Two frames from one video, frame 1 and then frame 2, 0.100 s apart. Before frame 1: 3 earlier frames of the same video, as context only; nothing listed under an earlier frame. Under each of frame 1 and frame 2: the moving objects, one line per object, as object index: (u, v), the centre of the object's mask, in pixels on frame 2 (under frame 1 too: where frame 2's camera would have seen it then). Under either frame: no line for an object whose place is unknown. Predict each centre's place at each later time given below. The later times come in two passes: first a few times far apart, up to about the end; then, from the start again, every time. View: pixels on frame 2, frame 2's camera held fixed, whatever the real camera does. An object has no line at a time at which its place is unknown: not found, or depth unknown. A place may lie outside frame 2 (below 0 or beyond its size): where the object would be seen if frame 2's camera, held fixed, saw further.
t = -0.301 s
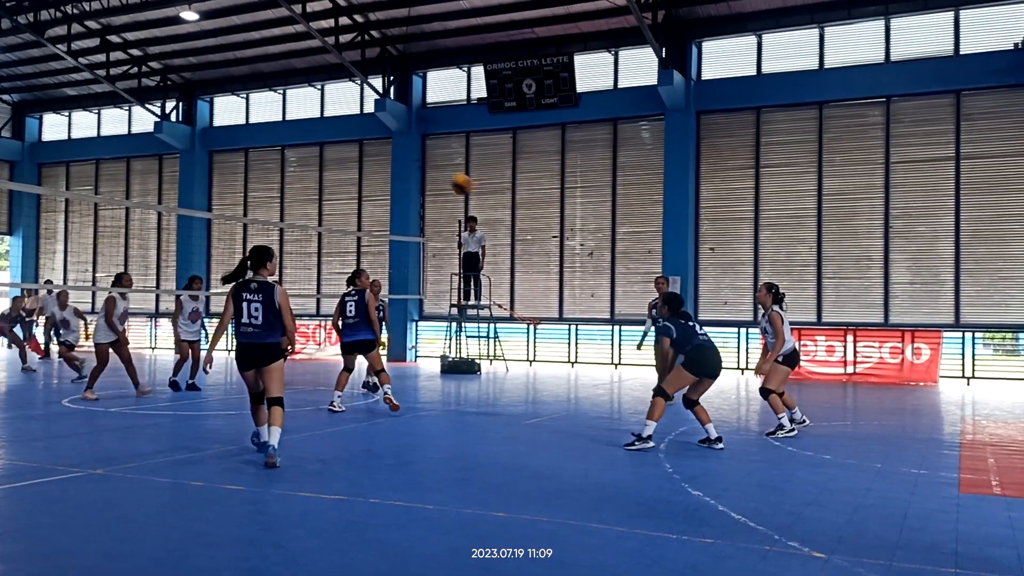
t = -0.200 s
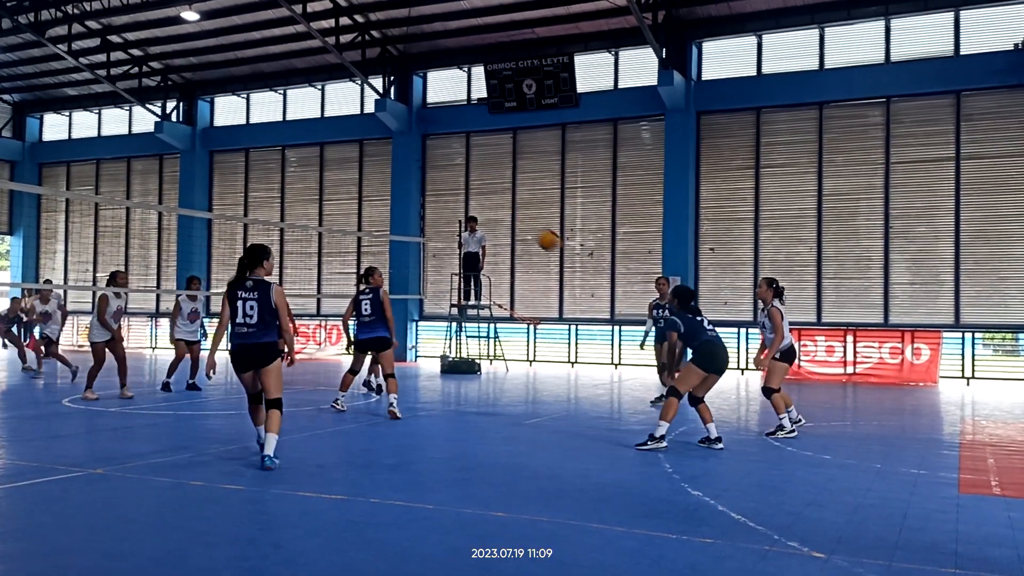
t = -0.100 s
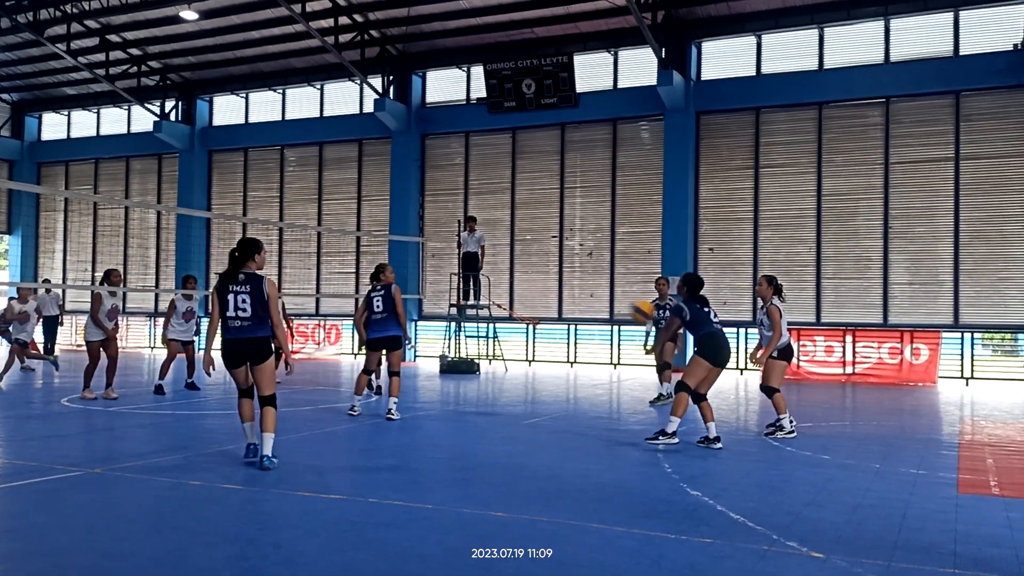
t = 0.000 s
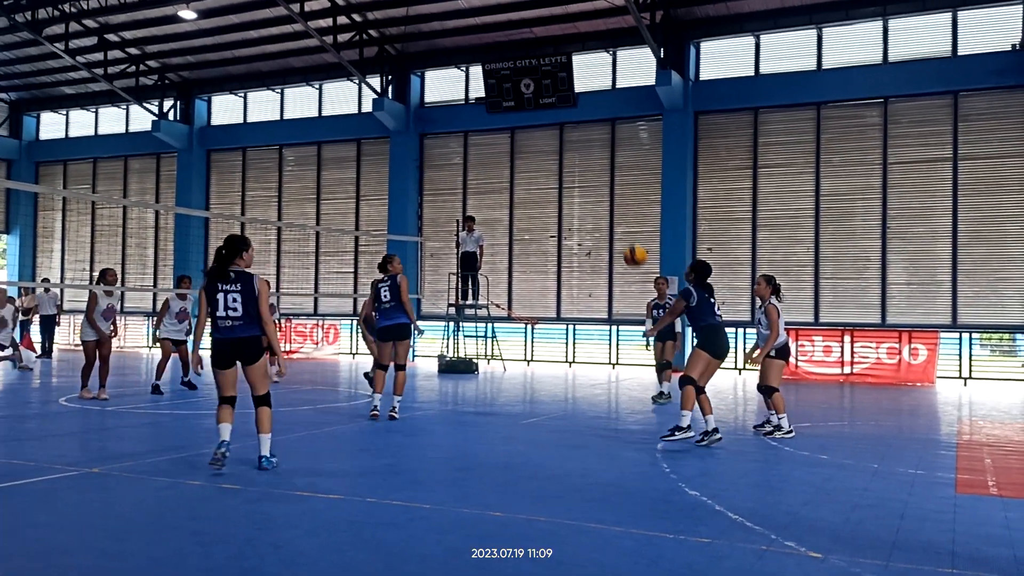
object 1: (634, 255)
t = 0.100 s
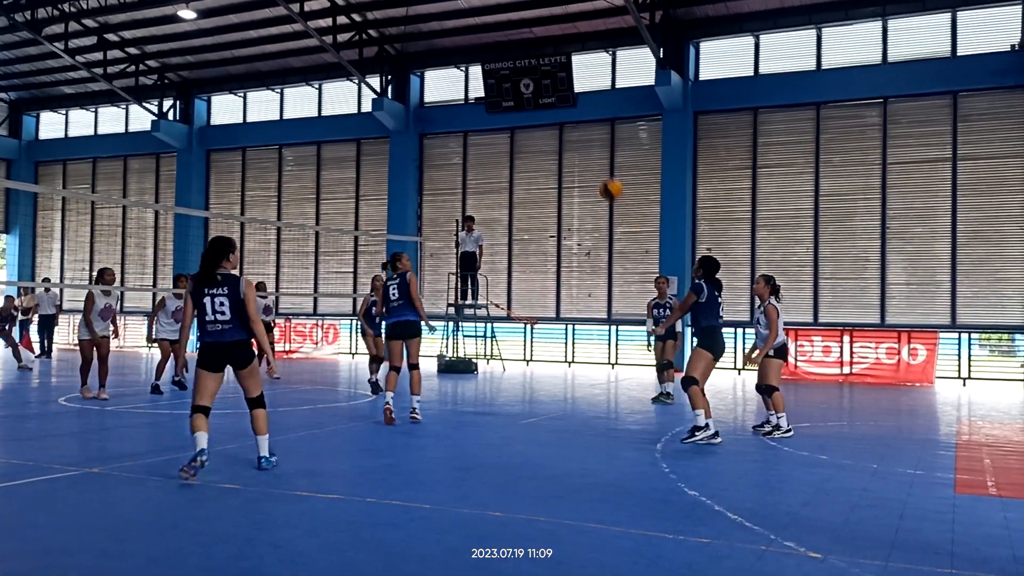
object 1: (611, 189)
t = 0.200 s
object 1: (588, 137)
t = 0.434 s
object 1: (541, 65)
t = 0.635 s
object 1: (506, 50)
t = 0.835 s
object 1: (475, 71)
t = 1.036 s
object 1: (446, 125)
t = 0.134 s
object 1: (603, 170)
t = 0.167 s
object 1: (595, 153)
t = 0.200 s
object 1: (588, 137)
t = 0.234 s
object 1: (581, 122)
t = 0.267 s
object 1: (574, 110)
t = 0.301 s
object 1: (567, 98)
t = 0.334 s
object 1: (561, 87)
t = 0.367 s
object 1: (554, 79)
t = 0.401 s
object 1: (548, 71)
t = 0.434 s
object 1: (541, 65)
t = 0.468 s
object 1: (535, 59)
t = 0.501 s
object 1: (529, 55)
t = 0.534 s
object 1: (524, 52)
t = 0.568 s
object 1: (518, 50)
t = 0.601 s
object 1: (512, 50)
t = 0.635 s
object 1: (506, 50)
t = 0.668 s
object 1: (501, 51)
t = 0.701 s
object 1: (495, 53)
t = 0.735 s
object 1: (490, 56)
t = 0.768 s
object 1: (485, 61)
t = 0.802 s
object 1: (480, 65)
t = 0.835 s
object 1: (475, 71)
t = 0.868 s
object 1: (469, 79)
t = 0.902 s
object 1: (465, 87)
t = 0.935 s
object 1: (460, 95)
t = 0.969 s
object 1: (455, 105)
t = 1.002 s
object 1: (450, 114)
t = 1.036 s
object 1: (446, 125)
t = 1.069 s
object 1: (441, 136)
